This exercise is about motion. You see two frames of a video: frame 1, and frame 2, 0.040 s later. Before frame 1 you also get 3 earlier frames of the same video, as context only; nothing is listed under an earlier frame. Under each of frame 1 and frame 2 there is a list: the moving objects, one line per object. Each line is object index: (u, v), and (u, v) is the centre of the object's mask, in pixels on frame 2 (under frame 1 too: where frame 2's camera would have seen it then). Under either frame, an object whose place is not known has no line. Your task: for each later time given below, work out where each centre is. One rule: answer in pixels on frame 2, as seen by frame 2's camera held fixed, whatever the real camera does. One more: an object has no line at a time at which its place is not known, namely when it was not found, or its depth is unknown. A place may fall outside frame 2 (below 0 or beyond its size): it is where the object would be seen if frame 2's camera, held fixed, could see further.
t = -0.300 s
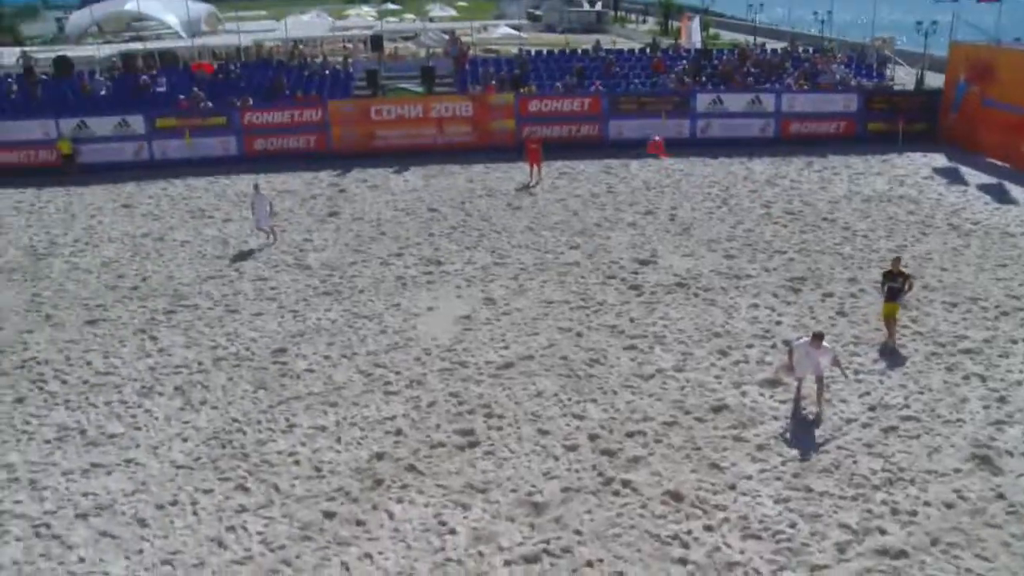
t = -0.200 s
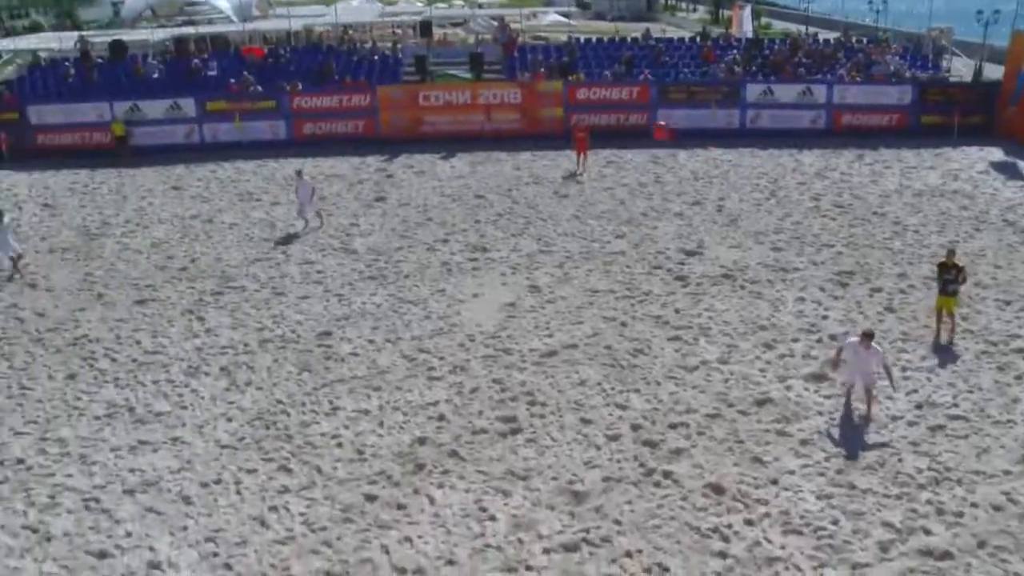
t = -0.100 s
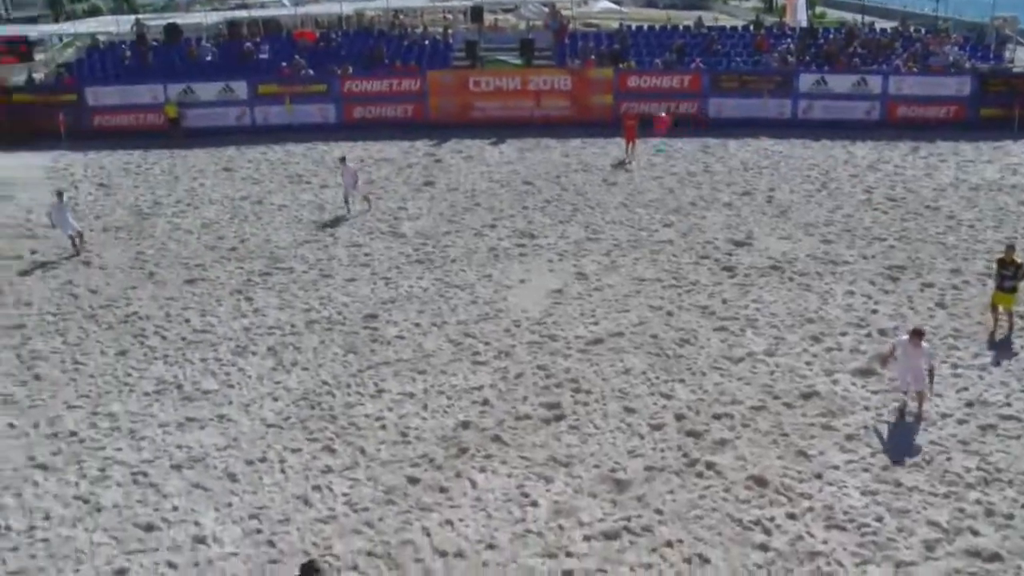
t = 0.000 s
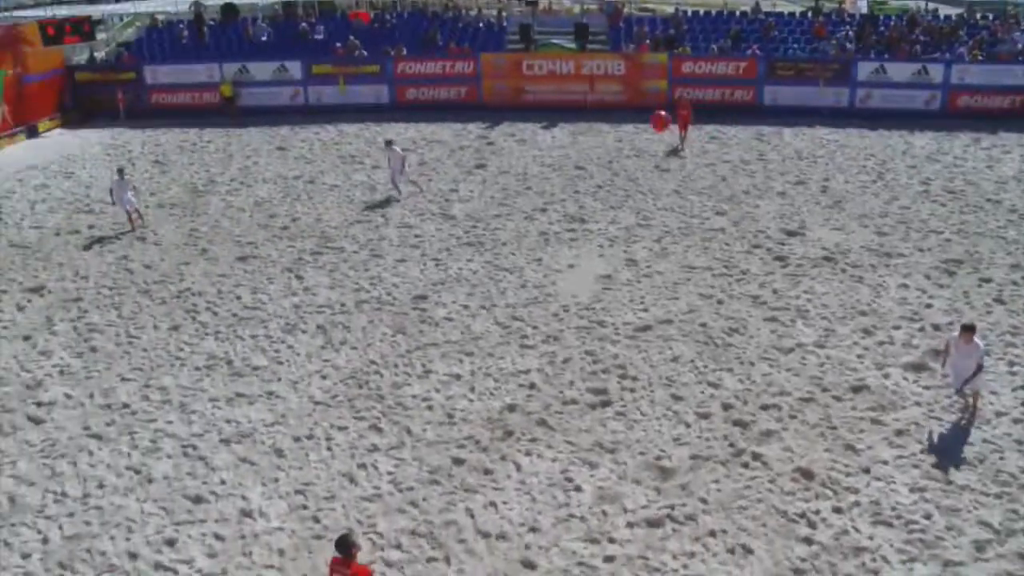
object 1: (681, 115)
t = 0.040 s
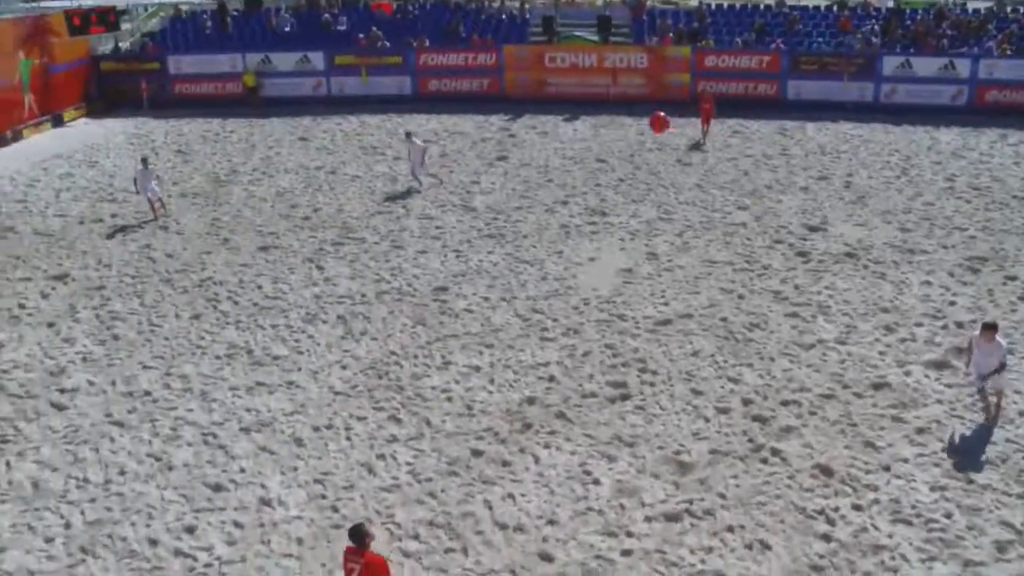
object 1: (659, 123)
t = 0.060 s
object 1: (648, 128)
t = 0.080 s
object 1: (636, 133)
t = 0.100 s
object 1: (624, 137)
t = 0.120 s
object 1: (612, 142)
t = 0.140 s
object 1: (601, 149)
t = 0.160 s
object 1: (588, 156)
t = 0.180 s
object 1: (576, 162)
